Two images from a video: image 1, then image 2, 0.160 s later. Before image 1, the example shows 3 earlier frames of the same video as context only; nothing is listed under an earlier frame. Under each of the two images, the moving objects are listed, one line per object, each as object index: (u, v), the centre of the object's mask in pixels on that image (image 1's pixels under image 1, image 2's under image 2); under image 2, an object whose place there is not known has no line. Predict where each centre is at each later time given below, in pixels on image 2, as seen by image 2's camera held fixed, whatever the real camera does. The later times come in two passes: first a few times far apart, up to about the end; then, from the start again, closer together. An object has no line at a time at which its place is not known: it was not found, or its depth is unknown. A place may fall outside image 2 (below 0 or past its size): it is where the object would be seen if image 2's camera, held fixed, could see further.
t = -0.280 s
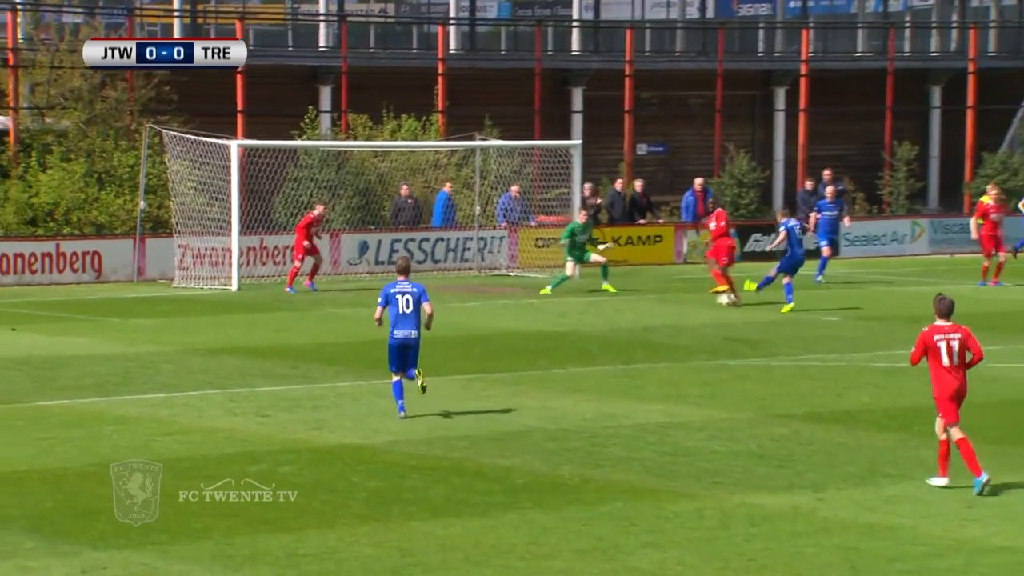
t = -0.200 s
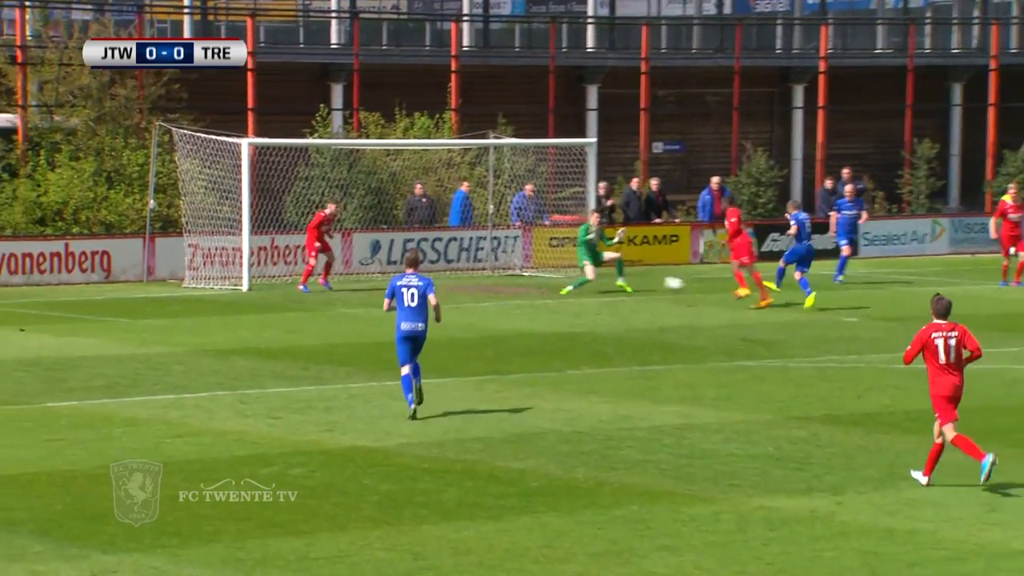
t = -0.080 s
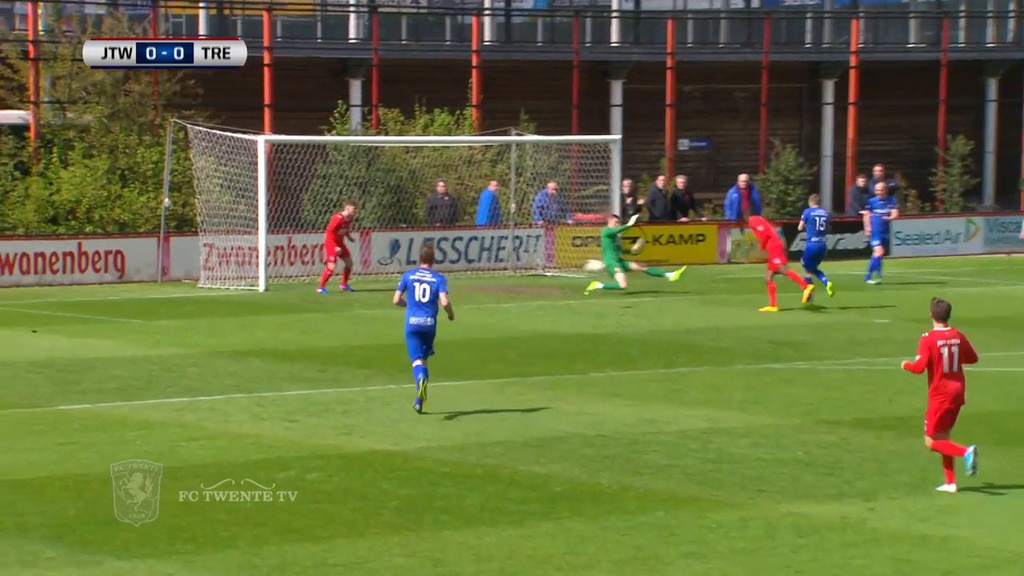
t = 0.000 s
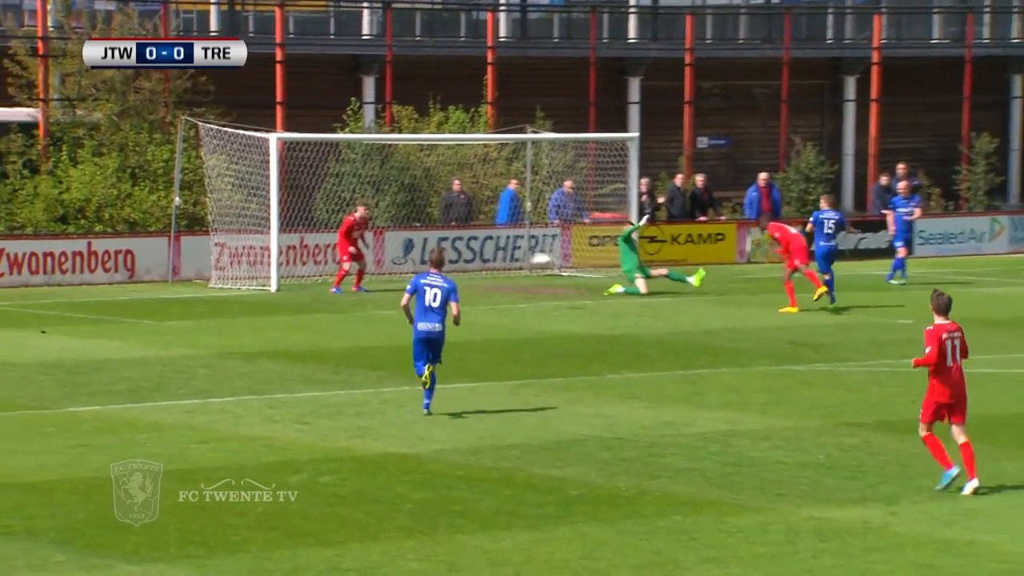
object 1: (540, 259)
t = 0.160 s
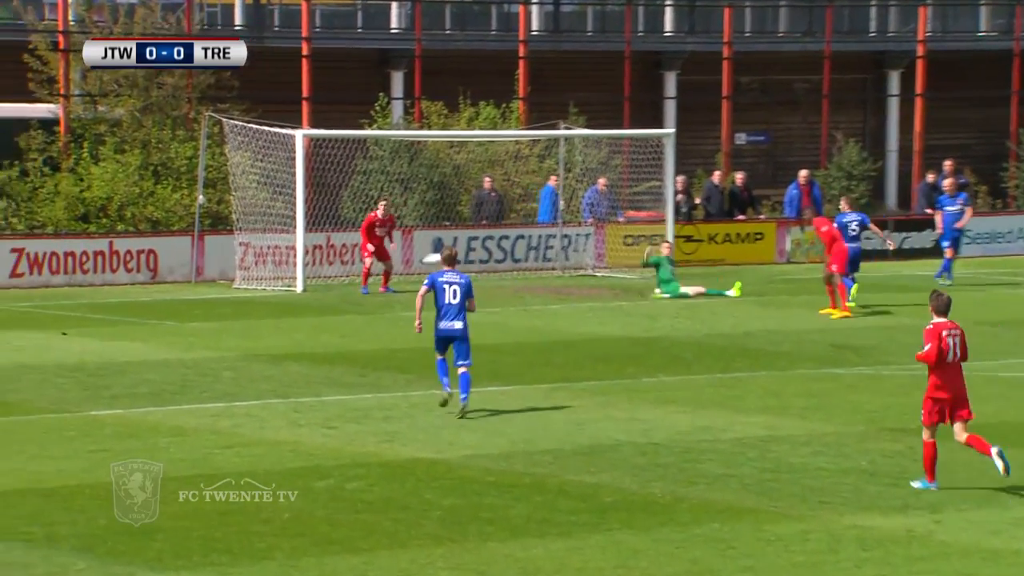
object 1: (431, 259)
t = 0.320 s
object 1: (302, 276)
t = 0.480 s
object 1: (175, 306)
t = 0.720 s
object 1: (28, 285)
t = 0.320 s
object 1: (302, 276)
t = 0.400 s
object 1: (237, 291)
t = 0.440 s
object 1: (204, 300)
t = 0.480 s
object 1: (175, 306)
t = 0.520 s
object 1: (148, 300)
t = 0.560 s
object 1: (123, 295)
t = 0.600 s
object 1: (97, 291)
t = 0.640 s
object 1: (74, 285)
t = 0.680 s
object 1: (51, 285)
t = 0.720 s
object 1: (28, 285)
